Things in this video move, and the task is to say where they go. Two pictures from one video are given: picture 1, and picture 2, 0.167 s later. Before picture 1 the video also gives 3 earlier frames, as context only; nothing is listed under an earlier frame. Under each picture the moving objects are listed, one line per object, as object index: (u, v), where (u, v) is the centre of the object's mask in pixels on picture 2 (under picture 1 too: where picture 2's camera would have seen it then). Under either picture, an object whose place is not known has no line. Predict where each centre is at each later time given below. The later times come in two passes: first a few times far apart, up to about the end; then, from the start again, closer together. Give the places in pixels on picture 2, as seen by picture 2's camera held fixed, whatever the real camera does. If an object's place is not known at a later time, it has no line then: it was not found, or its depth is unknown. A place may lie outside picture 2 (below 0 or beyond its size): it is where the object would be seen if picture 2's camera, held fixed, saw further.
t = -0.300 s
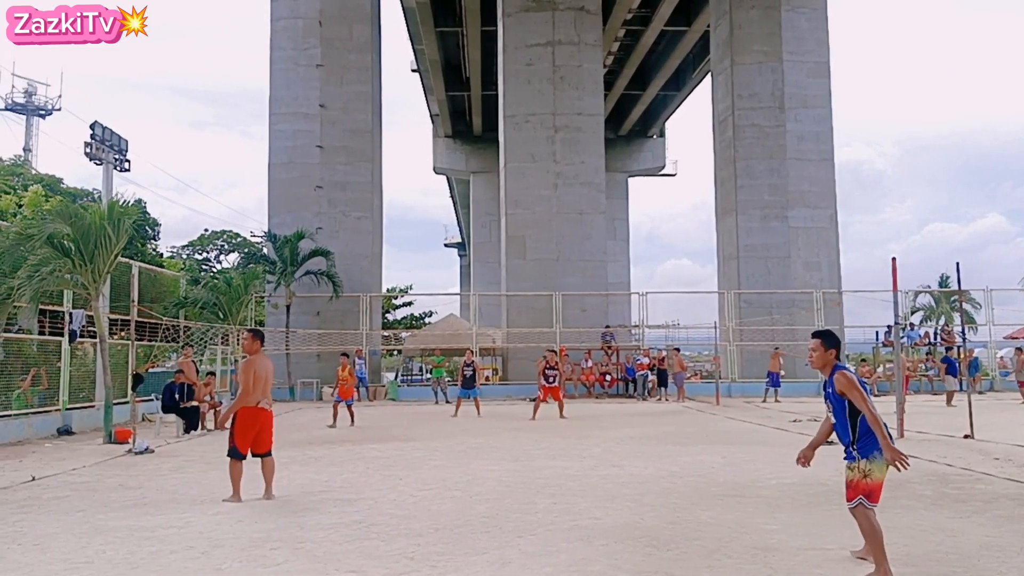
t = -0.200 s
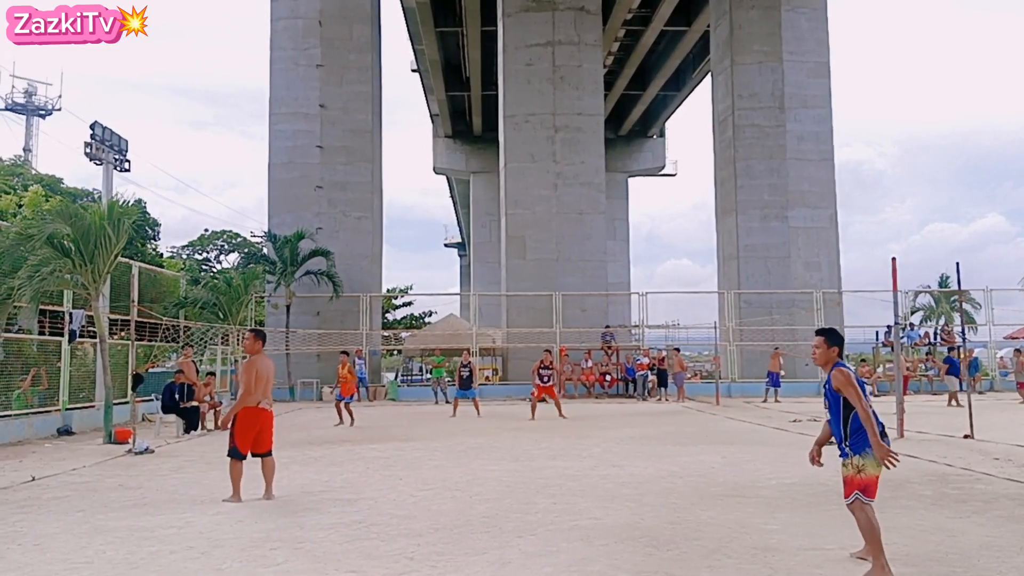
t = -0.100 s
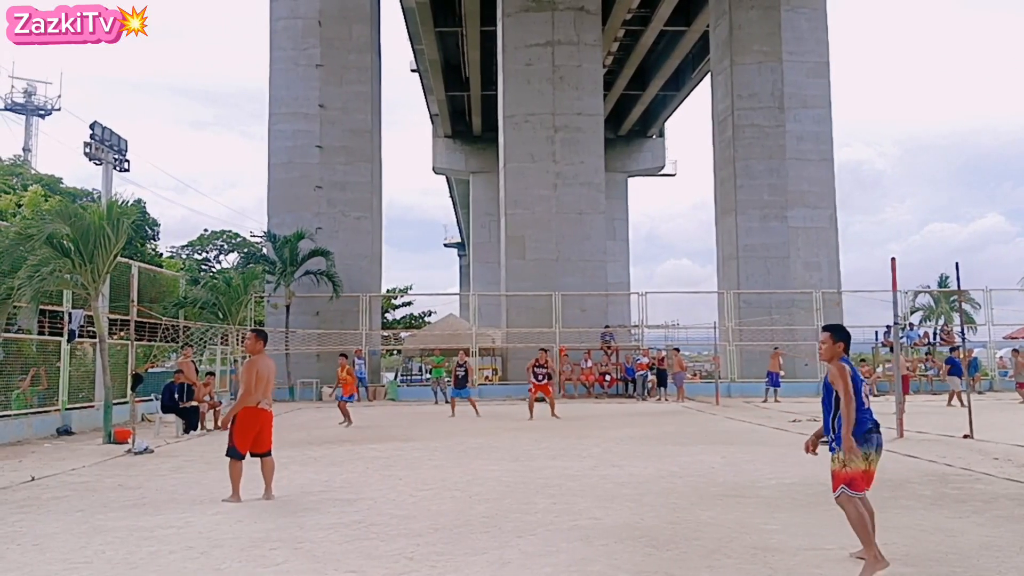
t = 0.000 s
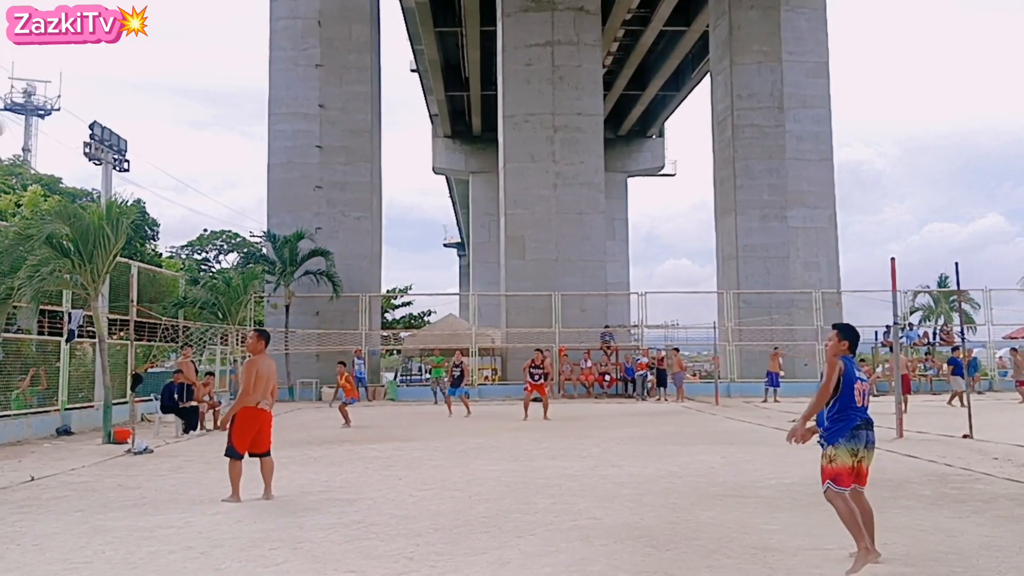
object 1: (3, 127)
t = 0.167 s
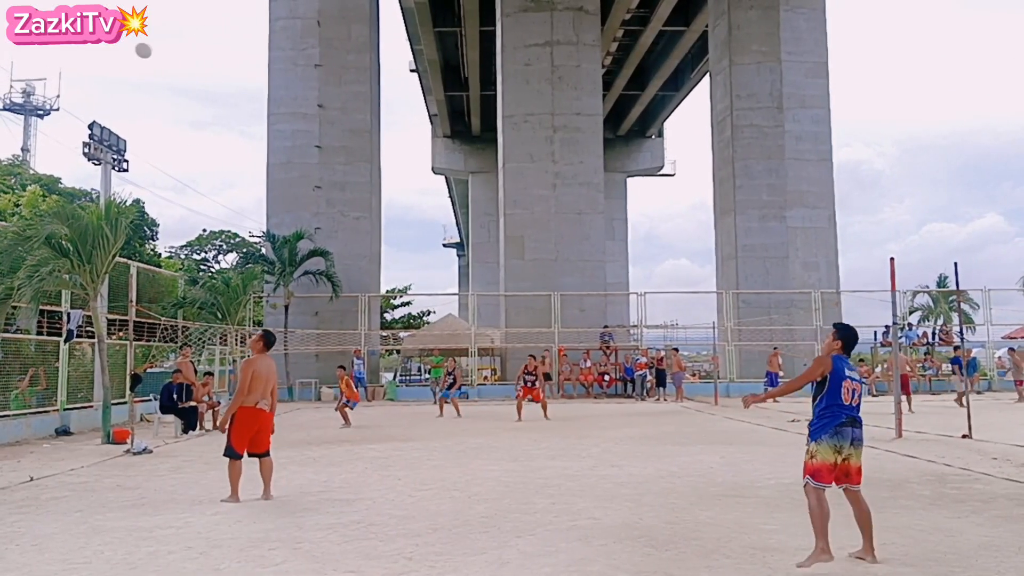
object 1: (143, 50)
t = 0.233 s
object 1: (185, 36)
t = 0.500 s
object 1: (296, 25)
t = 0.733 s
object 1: (355, 49)
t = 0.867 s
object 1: (381, 72)
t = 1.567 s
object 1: (465, 246)
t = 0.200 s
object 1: (165, 43)
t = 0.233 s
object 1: (185, 36)
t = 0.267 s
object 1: (203, 31)
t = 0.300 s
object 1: (219, 28)
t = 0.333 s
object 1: (235, 25)
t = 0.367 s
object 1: (249, 24)
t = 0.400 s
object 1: (262, 23)
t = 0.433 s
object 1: (274, 23)
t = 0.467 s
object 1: (285, 23)
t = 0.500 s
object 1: (296, 25)
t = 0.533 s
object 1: (306, 27)
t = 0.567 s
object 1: (315, 30)
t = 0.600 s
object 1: (324, 33)
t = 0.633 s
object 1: (332, 36)
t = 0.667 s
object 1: (341, 40)
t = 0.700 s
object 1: (348, 45)
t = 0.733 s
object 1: (355, 49)
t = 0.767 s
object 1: (362, 54)
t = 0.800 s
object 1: (369, 60)
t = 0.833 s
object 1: (375, 66)
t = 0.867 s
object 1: (381, 72)
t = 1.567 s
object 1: (465, 246)
